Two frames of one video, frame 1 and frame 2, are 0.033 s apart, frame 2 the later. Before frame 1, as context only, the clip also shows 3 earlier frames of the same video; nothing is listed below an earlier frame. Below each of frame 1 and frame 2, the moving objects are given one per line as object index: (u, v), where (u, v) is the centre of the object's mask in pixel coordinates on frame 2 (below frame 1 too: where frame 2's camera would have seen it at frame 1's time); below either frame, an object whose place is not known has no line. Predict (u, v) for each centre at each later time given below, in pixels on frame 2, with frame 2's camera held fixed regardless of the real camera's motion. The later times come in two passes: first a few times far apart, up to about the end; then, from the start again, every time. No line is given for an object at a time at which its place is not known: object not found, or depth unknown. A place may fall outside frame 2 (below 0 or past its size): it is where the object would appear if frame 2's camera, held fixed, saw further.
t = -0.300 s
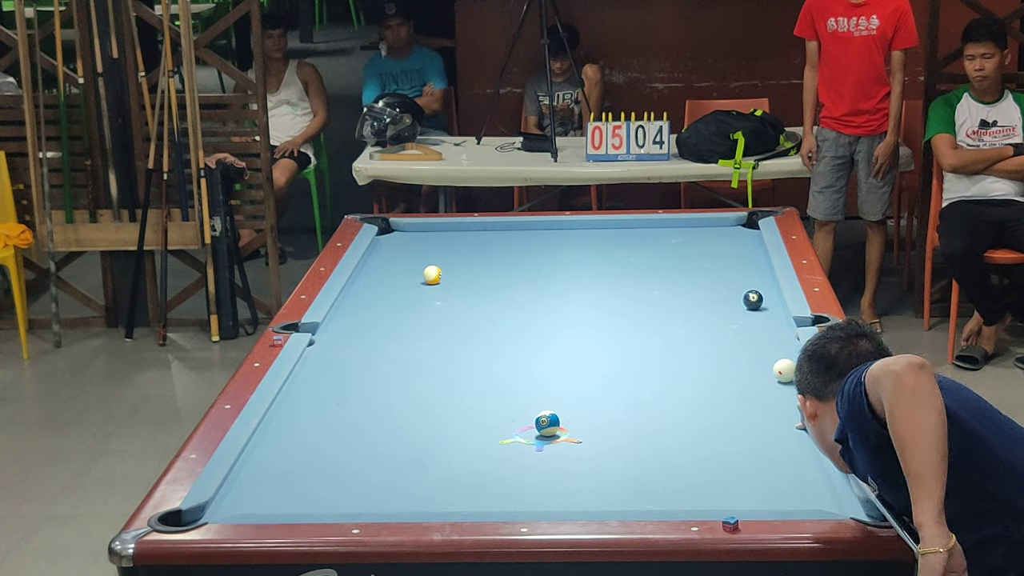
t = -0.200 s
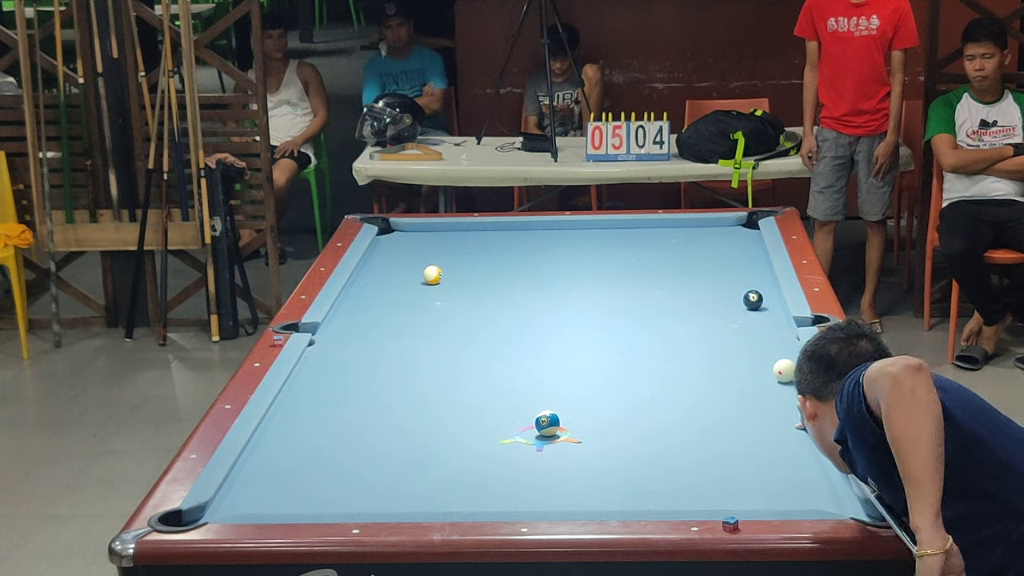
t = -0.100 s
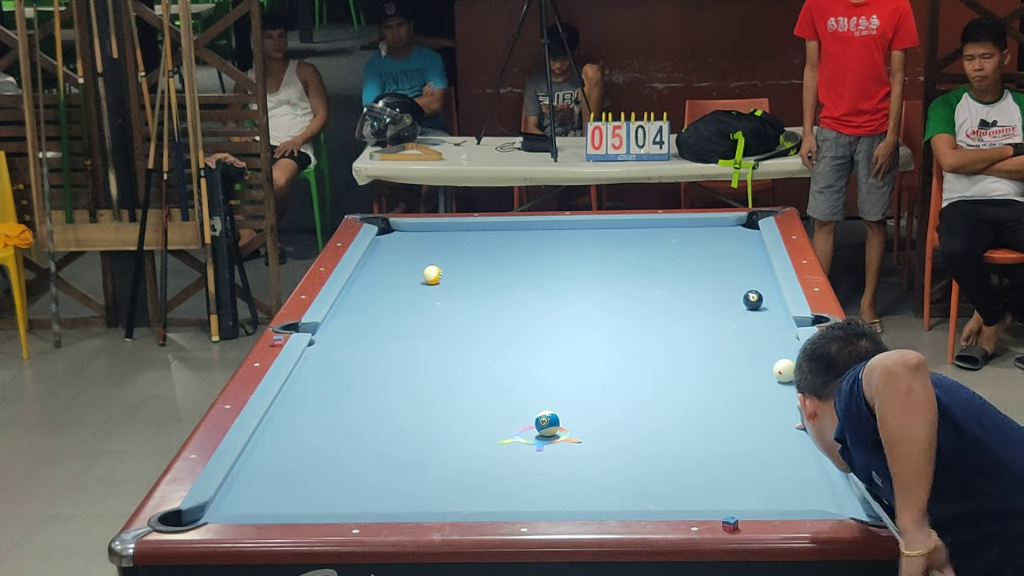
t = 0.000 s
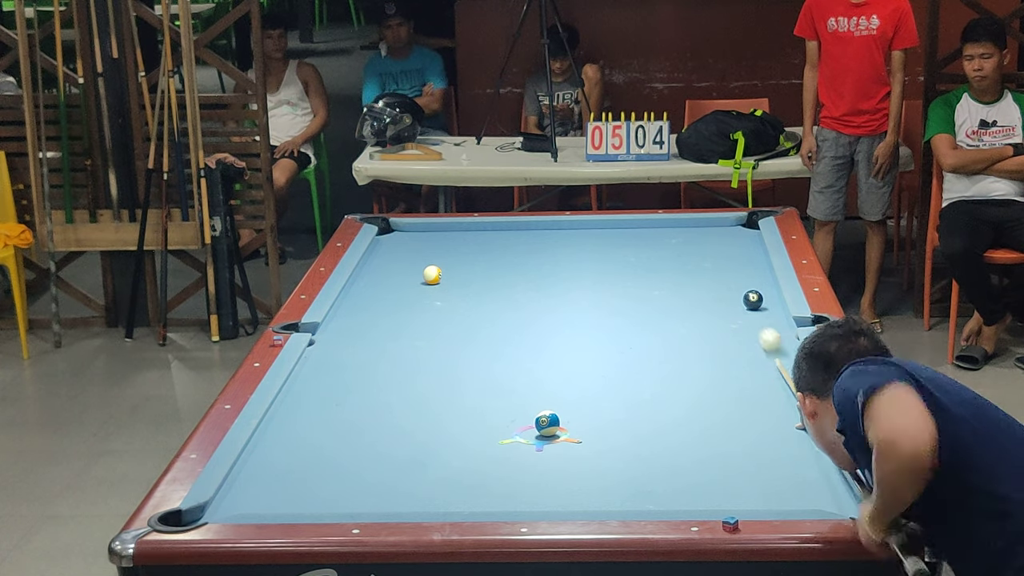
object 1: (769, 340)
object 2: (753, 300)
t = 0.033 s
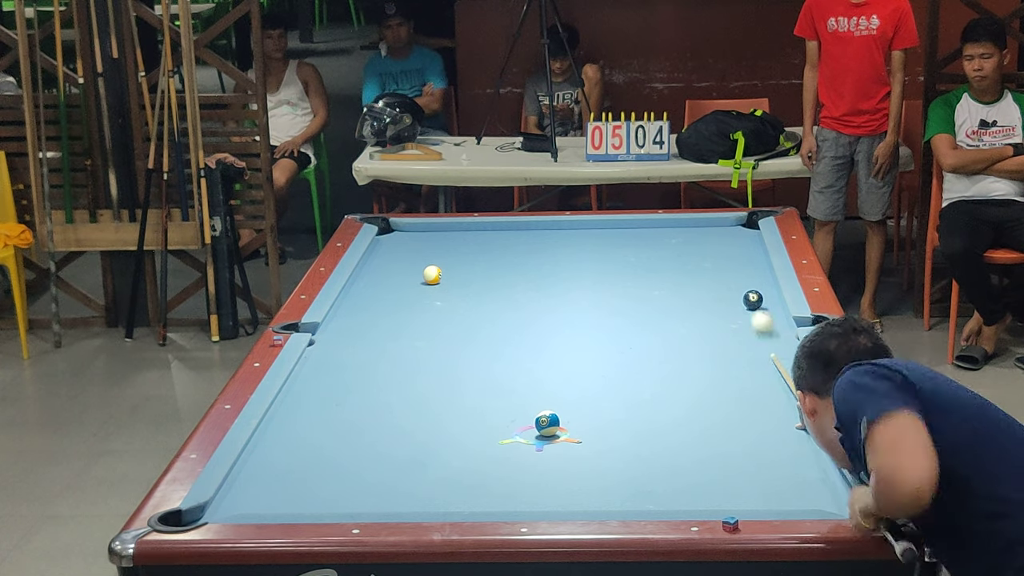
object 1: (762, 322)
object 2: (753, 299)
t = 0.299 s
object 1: (713, 305)
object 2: (745, 225)
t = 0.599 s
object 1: (667, 306)
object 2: (748, 222)
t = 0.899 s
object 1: (625, 306)
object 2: (737, 221)
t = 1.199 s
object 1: (586, 307)
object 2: (737, 222)
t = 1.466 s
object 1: (555, 307)
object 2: (736, 223)
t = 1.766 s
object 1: (524, 308)
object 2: (736, 223)
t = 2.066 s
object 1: (495, 308)
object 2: (736, 223)
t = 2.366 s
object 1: (470, 309)
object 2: (736, 223)
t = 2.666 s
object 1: (448, 310)
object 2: (736, 223)
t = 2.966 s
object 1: (430, 310)
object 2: (736, 223)
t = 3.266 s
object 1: (415, 310)
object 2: (736, 223)
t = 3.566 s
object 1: (403, 311)
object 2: (736, 223)
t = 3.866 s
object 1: (394, 311)
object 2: (736, 223)
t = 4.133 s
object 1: (389, 311)
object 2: (736, 223)
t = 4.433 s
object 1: (385, 311)
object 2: (736, 223)
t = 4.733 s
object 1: (386, 311)
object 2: (736, 223)
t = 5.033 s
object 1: (386, 311)
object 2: (736, 223)
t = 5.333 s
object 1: (386, 311)
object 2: (736, 223)
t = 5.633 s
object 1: (386, 311)
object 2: (736, 223)
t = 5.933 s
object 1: (385, 311)
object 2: (736, 223)
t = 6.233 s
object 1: (385, 311)
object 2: (736, 223)
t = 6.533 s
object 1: (385, 311)
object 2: (736, 223)
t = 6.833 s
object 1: (385, 311)
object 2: (736, 223)
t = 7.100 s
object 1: (386, 311)
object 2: (736, 223)
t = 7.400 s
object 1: (386, 311)
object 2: (736, 223)
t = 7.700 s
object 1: (386, 311)
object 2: (736, 223)
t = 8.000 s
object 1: (386, 311)
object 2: (736, 223)
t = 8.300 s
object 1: (386, 311)
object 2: (736, 223)
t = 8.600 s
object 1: (386, 311)
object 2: (736, 223)
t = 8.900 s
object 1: (386, 311)
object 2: (736, 223)
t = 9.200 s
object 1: (386, 311)
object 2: (736, 223)
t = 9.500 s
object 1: (386, 311)
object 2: (736, 223)
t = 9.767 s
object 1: (386, 311)
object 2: (736, 223)
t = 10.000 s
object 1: (386, 311)
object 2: (736, 223)
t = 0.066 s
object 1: (754, 306)
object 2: (752, 294)
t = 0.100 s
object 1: (747, 305)
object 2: (753, 287)
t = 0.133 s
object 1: (740, 305)
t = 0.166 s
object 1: (734, 305)
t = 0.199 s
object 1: (729, 305)
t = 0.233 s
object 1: (723, 305)
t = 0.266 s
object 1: (718, 305)
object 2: (752, 233)
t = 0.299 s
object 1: (713, 305)
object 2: (745, 225)
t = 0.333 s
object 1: (707, 305)
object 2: (745, 220)
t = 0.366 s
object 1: (702, 305)
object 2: (750, 220)
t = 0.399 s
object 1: (697, 305)
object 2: (744, 220)
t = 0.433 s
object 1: (692, 305)
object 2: (749, 220)
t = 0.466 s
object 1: (687, 305)
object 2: (748, 222)
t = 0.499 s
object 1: (682, 305)
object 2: (751, 221)
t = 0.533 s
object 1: (677, 305)
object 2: (751, 221)
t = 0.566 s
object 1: (672, 305)
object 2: (750, 221)
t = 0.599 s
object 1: (667, 306)
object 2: (748, 222)
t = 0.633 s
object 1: (662, 306)
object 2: (745, 221)
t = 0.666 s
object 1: (657, 305)
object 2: (744, 222)
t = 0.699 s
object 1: (653, 306)
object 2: (743, 221)
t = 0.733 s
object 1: (648, 306)
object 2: (741, 221)
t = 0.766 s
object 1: (643, 306)
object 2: (740, 221)
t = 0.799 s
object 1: (639, 306)
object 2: (739, 221)
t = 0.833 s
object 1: (634, 306)
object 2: (738, 221)
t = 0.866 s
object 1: (630, 306)
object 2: (738, 221)
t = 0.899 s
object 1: (625, 306)
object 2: (737, 221)
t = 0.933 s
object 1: (620, 306)
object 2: (737, 221)
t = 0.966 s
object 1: (616, 306)
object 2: (738, 221)
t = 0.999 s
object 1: (612, 306)
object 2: (737, 222)
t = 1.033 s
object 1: (607, 306)
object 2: (737, 222)
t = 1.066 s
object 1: (603, 306)
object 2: (737, 222)
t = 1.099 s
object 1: (599, 306)
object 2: (737, 222)
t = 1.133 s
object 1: (595, 306)
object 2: (737, 222)
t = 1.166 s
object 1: (590, 306)
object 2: (737, 222)
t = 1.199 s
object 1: (586, 307)
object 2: (737, 222)
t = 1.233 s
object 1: (582, 307)
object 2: (737, 222)
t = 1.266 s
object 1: (578, 307)
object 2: (736, 222)
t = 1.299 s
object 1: (575, 307)
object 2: (736, 222)
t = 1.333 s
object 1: (571, 307)
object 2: (736, 222)
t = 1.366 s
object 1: (567, 307)
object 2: (736, 222)
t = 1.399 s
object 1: (563, 307)
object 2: (736, 223)
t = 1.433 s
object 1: (559, 307)
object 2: (736, 223)
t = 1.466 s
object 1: (555, 307)
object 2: (736, 223)
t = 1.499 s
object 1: (552, 307)
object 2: (736, 223)
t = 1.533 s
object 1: (548, 307)
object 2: (736, 223)
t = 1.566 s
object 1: (544, 307)
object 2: (736, 223)
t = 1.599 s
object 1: (541, 307)
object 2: (736, 223)
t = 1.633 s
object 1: (537, 307)
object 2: (736, 223)
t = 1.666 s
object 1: (534, 307)
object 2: (736, 223)
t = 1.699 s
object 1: (530, 307)
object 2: (736, 223)
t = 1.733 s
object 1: (527, 307)
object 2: (736, 223)
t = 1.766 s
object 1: (524, 308)
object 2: (736, 223)
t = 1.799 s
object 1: (521, 308)
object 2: (736, 223)
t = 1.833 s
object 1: (517, 308)
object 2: (736, 223)
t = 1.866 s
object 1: (514, 308)
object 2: (736, 223)
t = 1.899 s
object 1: (511, 308)
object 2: (736, 223)
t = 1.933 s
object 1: (508, 308)
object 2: (736, 223)
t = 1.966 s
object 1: (505, 308)
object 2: (736, 223)
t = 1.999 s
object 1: (501, 308)
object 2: (736, 223)
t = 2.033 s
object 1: (498, 308)
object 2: (736, 223)
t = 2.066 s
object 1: (495, 308)
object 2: (736, 223)
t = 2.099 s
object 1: (493, 308)
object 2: (736, 223)
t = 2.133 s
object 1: (490, 309)
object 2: (736, 223)
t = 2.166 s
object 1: (487, 309)
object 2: (736, 223)
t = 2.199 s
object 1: (484, 309)
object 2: (736, 223)
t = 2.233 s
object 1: (481, 309)
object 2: (736, 223)
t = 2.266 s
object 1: (478, 309)
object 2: (736, 223)
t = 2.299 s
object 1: (476, 309)
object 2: (736, 223)
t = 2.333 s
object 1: (473, 309)
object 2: (736, 223)
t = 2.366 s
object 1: (470, 309)
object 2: (736, 223)
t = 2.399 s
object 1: (468, 309)
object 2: (736, 223)
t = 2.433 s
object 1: (465, 309)
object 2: (736, 223)
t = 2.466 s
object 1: (463, 309)
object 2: (736, 223)
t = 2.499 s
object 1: (460, 309)
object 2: (736, 223)
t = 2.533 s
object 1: (458, 309)
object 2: (736, 223)
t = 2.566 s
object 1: (455, 309)
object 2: (736, 223)
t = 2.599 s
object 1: (453, 309)
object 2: (736, 223)
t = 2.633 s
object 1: (451, 309)
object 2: (736, 223)
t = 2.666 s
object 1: (448, 310)
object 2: (736, 223)
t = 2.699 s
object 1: (446, 310)
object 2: (736, 223)
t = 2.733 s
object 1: (444, 310)
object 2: (736, 223)
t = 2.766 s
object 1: (442, 310)
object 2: (736, 223)
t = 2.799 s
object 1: (440, 310)
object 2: (736, 223)
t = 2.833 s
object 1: (438, 309)
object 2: (736, 223)
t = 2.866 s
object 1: (436, 310)
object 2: (736, 223)
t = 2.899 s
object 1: (434, 310)
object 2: (736, 223)
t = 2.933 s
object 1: (432, 310)
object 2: (736, 223)
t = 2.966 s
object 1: (430, 310)
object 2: (736, 223)
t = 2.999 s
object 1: (428, 310)
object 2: (736, 223)
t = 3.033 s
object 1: (426, 310)
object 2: (736, 223)
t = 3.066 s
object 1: (424, 310)
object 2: (736, 223)
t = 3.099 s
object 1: (423, 310)
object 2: (736, 223)
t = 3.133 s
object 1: (421, 310)
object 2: (736, 223)
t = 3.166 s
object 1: (420, 310)
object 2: (736, 223)
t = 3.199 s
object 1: (418, 310)
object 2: (736, 223)
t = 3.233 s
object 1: (416, 310)
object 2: (736, 223)
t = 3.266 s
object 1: (415, 310)
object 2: (736, 223)
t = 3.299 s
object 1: (413, 310)
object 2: (736, 223)
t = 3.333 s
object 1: (412, 310)
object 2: (736, 223)
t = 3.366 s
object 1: (410, 310)
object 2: (736, 223)
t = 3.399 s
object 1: (409, 310)
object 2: (736, 223)
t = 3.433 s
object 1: (408, 311)
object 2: (736, 223)
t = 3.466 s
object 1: (406, 311)
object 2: (736, 223)
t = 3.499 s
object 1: (405, 311)
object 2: (736, 223)
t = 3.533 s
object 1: (404, 311)
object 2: (736, 223)
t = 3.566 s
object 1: (403, 311)
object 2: (736, 223)
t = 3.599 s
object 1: (401, 310)
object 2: (736, 223)
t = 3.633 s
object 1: (400, 311)
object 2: (736, 223)
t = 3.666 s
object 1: (399, 311)
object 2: (736, 223)
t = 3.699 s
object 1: (398, 311)
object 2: (736, 223)
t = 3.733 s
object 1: (397, 311)
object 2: (736, 223)
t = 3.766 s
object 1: (396, 311)
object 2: (736, 223)
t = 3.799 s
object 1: (395, 311)
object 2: (736, 223)
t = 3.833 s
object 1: (394, 311)
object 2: (736, 223)
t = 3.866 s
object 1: (394, 311)
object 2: (736, 223)
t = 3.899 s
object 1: (393, 311)
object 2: (736, 223)
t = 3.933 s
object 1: (392, 311)
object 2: (736, 223)
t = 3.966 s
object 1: (392, 311)
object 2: (736, 223)
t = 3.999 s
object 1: (391, 311)
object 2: (736, 223)
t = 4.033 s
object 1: (390, 311)
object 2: (736, 223)
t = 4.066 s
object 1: (390, 311)
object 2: (736, 223)
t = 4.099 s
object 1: (389, 311)
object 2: (736, 223)
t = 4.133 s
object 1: (389, 311)
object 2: (736, 223)
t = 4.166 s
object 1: (388, 311)
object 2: (736, 223)
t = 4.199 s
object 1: (388, 311)
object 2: (736, 223)
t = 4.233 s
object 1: (387, 311)
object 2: (736, 223)
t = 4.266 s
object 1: (387, 311)
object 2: (736, 223)
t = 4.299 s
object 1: (386, 311)
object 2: (736, 223)
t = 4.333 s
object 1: (386, 311)
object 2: (736, 223)
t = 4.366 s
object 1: (386, 311)
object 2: (736, 223)
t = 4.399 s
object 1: (386, 311)
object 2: (736, 223)
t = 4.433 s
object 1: (385, 311)
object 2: (736, 223)
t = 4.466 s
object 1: (385, 311)
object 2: (736, 223)
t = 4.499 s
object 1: (385, 311)
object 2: (736, 223)
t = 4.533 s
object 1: (385, 311)
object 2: (736, 223)
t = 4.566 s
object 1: (385, 311)
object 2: (736, 223)
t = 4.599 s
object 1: (385, 311)
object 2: (736, 223)
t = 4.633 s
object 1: (385, 311)
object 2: (736, 223)
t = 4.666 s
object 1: (385, 311)
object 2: (736, 223)
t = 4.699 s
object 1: (386, 311)
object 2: (736, 223)
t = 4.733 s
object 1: (386, 311)
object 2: (736, 223)
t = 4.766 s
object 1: (386, 311)
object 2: (736, 223)
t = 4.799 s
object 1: (386, 311)
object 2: (736, 223)
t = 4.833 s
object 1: (386, 311)
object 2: (736, 223)
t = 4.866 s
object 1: (386, 311)
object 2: (736, 223)
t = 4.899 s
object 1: (386, 311)
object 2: (736, 223)
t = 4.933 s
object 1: (386, 311)
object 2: (736, 223)
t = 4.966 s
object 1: (386, 311)
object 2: (736, 223)
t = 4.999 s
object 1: (386, 311)
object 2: (736, 223)
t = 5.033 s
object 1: (386, 311)
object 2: (736, 223)
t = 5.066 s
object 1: (386, 311)
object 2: (736, 223)
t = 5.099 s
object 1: (386, 311)
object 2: (736, 223)
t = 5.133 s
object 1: (386, 311)
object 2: (736, 223)
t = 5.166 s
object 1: (386, 311)
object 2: (736, 223)
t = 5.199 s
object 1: (386, 311)
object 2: (736, 223)
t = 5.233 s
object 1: (386, 311)
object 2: (736, 223)
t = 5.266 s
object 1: (386, 311)
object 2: (736, 223)
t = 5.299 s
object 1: (386, 311)
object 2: (736, 223)
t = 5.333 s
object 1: (386, 311)
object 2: (736, 223)
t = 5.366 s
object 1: (386, 311)
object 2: (736, 223)
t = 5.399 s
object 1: (386, 311)
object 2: (736, 223)
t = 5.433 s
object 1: (386, 311)
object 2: (736, 223)
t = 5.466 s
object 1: (386, 311)
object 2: (736, 223)
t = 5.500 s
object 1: (386, 311)
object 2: (736, 223)
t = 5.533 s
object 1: (386, 311)
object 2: (736, 223)
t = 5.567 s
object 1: (386, 311)
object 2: (736, 223)
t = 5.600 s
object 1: (386, 311)
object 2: (736, 223)
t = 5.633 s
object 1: (386, 311)
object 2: (736, 223)
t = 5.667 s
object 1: (386, 311)
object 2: (736, 223)
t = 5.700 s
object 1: (385, 311)
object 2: (736, 223)
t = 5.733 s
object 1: (386, 311)
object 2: (736, 223)
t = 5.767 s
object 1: (385, 311)
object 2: (736, 223)
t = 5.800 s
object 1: (385, 311)
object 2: (736, 223)
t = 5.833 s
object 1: (385, 311)
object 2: (736, 223)
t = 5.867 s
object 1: (385, 311)
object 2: (736, 223)
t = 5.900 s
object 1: (385, 311)
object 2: (736, 223)
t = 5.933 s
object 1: (385, 311)
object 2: (736, 223)
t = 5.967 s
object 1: (385, 311)
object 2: (736, 223)
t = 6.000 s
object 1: (385, 311)
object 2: (736, 223)
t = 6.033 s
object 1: (386, 311)
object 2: (736, 223)
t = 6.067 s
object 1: (385, 311)
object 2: (736, 223)
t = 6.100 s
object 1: (385, 311)
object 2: (736, 223)
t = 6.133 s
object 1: (385, 311)
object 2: (736, 223)
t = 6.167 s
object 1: (385, 311)
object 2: (736, 223)
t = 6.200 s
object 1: (385, 311)
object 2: (736, 223)
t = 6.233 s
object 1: (385, 311)
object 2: (736, 223)
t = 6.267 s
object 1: (386, 311)
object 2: (736, 223)
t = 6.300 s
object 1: (385, 311)
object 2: (736, 223)
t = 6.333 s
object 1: (385, 311)
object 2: (736, 223)
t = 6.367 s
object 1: (385, 311)
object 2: (736, 223)
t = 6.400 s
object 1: (385, 311)
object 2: (736, 223)
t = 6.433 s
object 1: (386, 311)
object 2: (736, 223)
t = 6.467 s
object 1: (386, 311)
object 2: (736, 223)
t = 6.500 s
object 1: (385, 311)
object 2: (736, 223)
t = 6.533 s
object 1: (385, 311)
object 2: (736, 223)
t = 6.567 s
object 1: (386, 311)
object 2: (736, 223)
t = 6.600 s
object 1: (385, 311)
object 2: (736, 223)
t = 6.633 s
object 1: (385, 311)
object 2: (736, 223)
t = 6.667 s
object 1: (385, 311)
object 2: (736, 223)
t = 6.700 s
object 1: (386, 311)
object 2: (736, 223)
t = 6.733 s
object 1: (385, 311)
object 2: (736, 223)
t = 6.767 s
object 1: (385, 311)
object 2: (736, 223)
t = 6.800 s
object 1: (385, 311)
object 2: (736, 223)
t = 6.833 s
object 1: (385, 311)
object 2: (736, 223)
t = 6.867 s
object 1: (385, 311)
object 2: (736, 223)
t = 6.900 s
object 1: (385, 311)
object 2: (736, 223)
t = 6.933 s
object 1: (385, 311)
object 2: (736, 223)
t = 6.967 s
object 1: (385, 311)
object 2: (736, 223)
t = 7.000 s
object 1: (385, 311)
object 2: (736, 223)
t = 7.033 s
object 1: (385, 311)
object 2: (736, 223)
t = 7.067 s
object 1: (386, 311)
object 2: (736, 223)
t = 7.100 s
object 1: (386, 311)
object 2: (736, 223)
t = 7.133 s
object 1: (385, 311)
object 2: (736, 223)
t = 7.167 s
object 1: (386, 311)
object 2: (736, 223)
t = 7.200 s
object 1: (386, 311)
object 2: (736, 223)
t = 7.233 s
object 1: (386, 311)
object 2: (736, 223)
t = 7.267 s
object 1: (386, 311)
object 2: (736, 223)
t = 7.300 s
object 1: (386, 311)
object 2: (736, 223)
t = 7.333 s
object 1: (386, 311)
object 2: (736, 223)
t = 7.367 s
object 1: (386, 311)
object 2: (736, 223)
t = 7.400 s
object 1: (386, 311)
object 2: (736, 223)
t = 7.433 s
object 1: (386, 311)
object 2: (736, 223)
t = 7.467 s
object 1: (386, 311)
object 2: (736, 223)
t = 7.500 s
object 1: (386, 311)
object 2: (736, 223)
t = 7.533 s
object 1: (386, 311)
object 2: (736, 223)
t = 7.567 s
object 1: (386, 311)
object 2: (736, 223)
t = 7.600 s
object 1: (386, 311)
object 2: (736, 223)
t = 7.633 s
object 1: (386, 311)
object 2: (736, 223)
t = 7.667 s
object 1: (386, 311)
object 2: (736, 223)
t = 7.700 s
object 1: (386, 311)
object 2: (736, 223)
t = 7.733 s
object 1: (386, 311)
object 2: (736, 223)
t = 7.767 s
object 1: (386, 311)
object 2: (736, 223)
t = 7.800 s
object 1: (386, 311)
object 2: (736, 223)
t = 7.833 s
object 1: (386, 311)
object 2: (736, 223)
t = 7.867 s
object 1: (386, 311)
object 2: (736, 223)
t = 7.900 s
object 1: (385, 311)
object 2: (736, 223)
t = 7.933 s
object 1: (386, 311)
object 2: (736, 223)
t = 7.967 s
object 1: (386, 311)
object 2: (736, 223)
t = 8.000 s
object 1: (386, 311)
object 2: (736, 223)
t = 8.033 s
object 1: (386, 311)
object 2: (736, 223)
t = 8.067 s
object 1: (386, 311)
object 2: (736, 223)
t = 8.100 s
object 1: (386, 311)
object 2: (736, 223)
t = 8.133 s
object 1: (386, 311)
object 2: (736, 223)
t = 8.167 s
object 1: (386, 311)
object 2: (736, 223)
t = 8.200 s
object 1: (386, 311)
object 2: (736, 223)
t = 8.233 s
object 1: (385, 311)
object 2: (736, 223)
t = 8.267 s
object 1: (386, 311)
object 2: (736, 223)
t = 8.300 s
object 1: (386, 311)
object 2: (736, 223)
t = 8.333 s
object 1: (385, 311)
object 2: (736, 223)
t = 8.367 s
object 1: (386, 311)
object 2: (736, 223)
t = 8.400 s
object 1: (386, 311)
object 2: (736, 223)
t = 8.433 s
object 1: (386, 311)
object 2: (736, 223)
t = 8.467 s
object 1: (386, 311)
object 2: (736, 223)
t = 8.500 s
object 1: (386, 311)
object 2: (736, 223)
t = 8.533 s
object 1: (386, 311)
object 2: (736, 223)
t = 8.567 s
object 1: (386, 311)
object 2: (736, 223)
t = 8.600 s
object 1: (386, 311)
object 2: (736, 223)
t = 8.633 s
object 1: (386, 311)
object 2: (736, 223)
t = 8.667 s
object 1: (386, 311)
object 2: (736, 223)
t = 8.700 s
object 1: (386, 311)
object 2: (736, 223)
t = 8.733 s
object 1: (386, 311)
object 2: (736, 223)
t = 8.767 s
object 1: (386, 311)
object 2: (736, 223)
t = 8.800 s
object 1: (386, 311)
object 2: (736, 223)
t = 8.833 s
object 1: (386, 311)
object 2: (736, 223)
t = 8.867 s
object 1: (386, 311)
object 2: (736, 223)
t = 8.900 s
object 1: (386, 311)
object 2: (736, 223)
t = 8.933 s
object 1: (386, 311)
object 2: (736, 223)
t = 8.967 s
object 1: (386, 311)
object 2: (736, 223)
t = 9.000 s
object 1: (386, 311)
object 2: (736, 223)
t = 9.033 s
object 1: (386, 311)
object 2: (736, 223)
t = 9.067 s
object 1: (386, 311)
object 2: (736, 223)
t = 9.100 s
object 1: (386, 311)
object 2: (736, 223)
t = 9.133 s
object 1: (386, 311)
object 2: (736, 223)
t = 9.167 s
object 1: (386, 311)
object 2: (736, 223)
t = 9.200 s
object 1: (386, 311)
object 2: (736, 223)
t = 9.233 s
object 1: (386, 311)
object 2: (736, 223)
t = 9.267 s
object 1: (386, 311)
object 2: (736, 223)
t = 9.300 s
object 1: (386, 311)
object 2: (736, 223)
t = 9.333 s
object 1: (386, 311)
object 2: (736, 223)
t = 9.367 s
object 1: (386, 311)
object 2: (736, 223)
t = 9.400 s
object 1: (386, 311)
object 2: (736, 223)
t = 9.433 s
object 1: (386, 311)
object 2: (736, 223)
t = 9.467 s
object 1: (386, 311)
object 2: (736, 223)
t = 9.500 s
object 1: (386, 311)
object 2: (736, 223)
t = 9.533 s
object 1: (386, 311)
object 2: (736, 223)
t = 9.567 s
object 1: (386, 311)
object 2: (736, 223)
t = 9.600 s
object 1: (386, 311)
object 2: (736, 223)
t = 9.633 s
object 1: (386, 311)
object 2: (736, 223)
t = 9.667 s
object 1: (386, 311)
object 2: (736, 223)
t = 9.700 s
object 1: (386, 311)
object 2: (736, 223)
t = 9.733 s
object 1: (386, 311)
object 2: (736, 223)
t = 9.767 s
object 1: (386, 311)
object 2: (736, 223)
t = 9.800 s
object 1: (386, 311)
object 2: (736, 223)
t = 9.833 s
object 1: (386, 311)
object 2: (736, 223)
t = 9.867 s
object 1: (386, 311)
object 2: (736, 223)
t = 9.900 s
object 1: (386, 311)
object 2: (736, 223)
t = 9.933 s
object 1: (386, 311)
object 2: (736, 223)
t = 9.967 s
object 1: (386, 311)
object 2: (736, 223)
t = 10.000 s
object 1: (386, 311)
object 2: (736, 223)
